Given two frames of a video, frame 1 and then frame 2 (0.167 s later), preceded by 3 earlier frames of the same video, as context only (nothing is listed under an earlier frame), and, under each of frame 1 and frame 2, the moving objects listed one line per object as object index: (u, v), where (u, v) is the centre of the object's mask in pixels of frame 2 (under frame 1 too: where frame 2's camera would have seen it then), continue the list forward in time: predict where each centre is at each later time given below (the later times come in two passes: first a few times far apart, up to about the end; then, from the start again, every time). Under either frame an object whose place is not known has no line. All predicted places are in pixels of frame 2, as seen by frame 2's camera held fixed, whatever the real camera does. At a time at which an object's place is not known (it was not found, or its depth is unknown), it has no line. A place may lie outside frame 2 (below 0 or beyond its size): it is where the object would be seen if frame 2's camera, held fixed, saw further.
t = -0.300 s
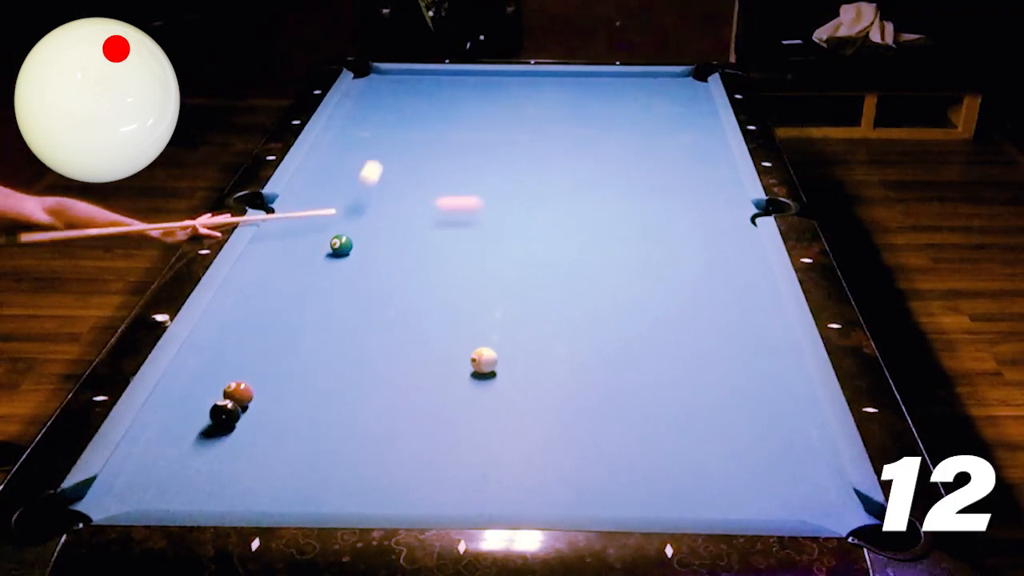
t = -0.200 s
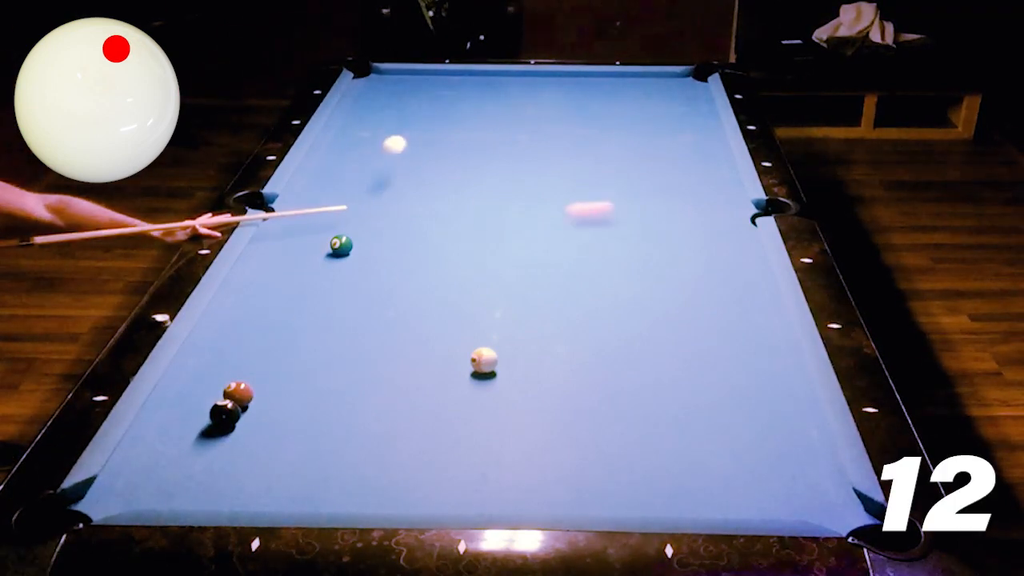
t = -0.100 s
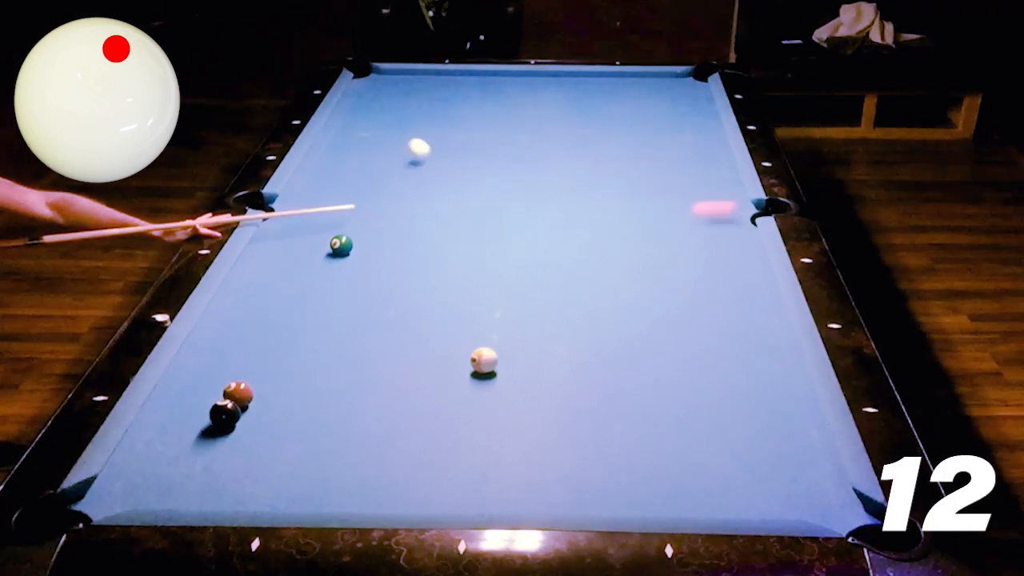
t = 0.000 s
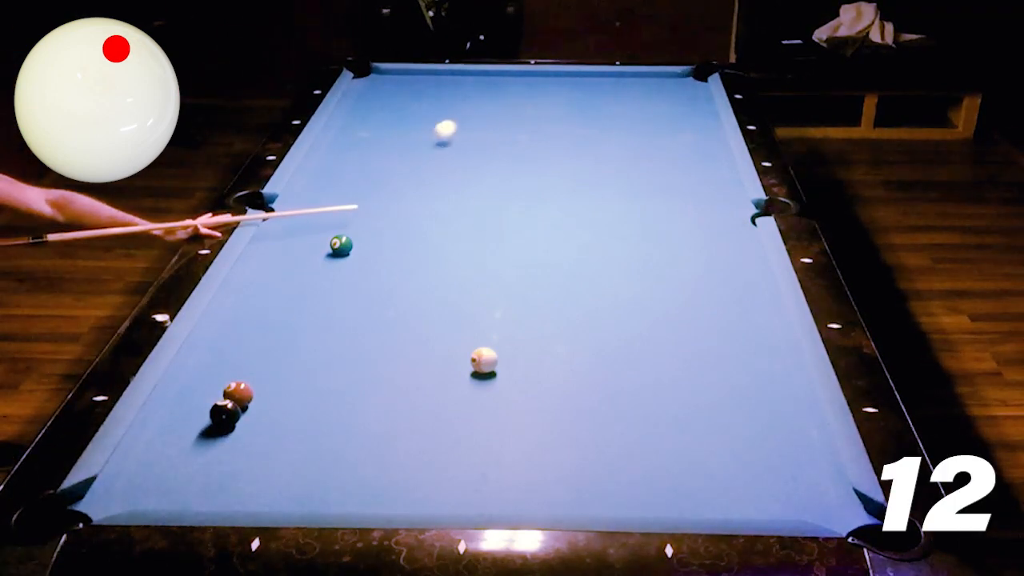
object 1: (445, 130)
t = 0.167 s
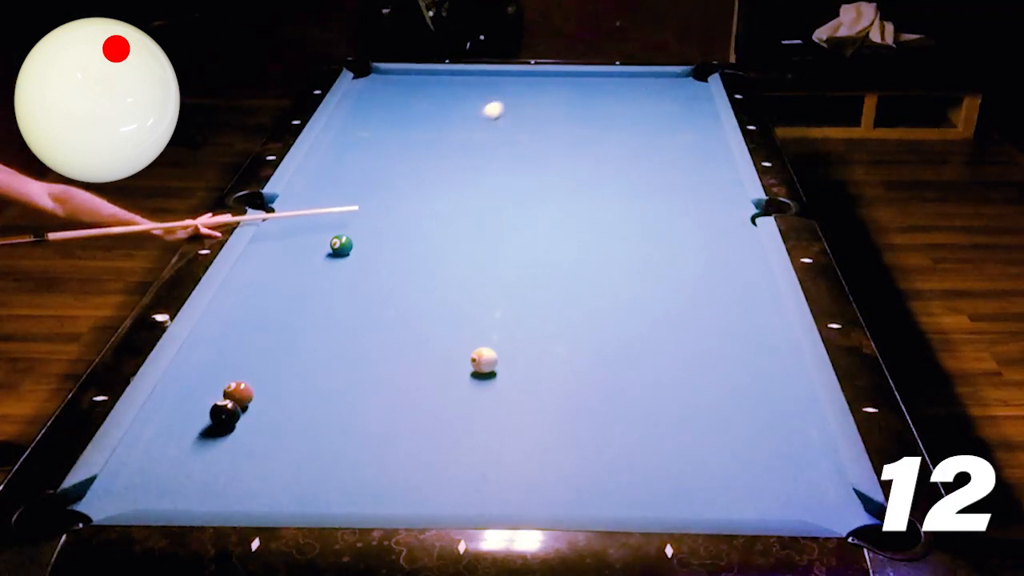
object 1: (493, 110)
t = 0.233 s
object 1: (514, 100)
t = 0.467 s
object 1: (592, 75)
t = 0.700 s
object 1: (653, 94)
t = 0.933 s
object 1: (704, 112)
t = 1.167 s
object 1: (676, 132)
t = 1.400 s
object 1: (647, 153)
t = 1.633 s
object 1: (615, 174)
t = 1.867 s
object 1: (580, 198)
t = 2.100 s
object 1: (544, 223)
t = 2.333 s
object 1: (505, 250)
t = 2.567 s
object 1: (462, 280)
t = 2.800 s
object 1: (416, 311)
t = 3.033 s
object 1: (366, 346)
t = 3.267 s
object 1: (311, 384)
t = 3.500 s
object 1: (250, 424)
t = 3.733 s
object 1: (186, 468)
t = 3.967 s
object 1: (121, 498)
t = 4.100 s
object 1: (93, 492)
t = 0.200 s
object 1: (503, 105)
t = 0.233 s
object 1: (514, 100)
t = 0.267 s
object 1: (525, 96)
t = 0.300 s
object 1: (536, 92)
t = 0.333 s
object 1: (549, 87)
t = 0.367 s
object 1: (561, 83)
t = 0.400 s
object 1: (572, 79)
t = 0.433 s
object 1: (583, 75)
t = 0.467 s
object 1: (592, 75)
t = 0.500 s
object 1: (600, 78)
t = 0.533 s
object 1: (609, 81)
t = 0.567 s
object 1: (618, 84)
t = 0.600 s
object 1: (626, 86)
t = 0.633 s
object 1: (635, 89)
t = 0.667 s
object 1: (644, 91)
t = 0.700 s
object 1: (653, 94)
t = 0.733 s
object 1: (663, 96)
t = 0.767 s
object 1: (672, 99)
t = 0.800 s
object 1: (681, 101)
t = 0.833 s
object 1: (690, 104)
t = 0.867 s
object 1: (700, 107)
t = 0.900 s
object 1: (707, 110)
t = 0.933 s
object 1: (704, 112)
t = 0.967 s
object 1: (700, 115)
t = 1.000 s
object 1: (696, 118)
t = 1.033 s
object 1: (693, 121)
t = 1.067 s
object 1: (689, 124)
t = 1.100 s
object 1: (685, 126)
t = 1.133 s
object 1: (681, 129)
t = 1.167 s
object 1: (676, 132)
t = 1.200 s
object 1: (672, 135)
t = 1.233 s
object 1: (668, 138)
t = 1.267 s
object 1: (664, 141)
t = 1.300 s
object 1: (660, 143)
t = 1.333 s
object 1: (655, 146)
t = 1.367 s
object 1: (651, 150)
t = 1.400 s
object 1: (647, 153)
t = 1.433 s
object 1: (642, 156)
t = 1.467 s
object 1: (638, 159)
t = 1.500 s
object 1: (633, 162)
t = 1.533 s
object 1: (628, 165)
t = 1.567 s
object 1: (624, 168)
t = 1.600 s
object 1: (619, 171)
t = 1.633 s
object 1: (615, 174)
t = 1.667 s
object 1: (610, 177)
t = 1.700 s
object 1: (605, 181)
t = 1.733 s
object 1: (600, 184)
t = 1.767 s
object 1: (595, 187)
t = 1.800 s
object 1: (591, 191)
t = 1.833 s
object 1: (585, 194)
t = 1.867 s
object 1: (580, 198)
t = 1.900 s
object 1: (576, 202)
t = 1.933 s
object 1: (570, 205)
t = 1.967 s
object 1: (565, 209)
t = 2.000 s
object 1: (560, 212)
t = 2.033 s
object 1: (555, 216)
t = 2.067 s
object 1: (549, 220)
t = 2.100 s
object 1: (544, 223)
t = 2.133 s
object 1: (539, 227)
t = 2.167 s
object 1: (533, 230)
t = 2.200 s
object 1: (528, 235)
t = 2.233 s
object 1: (523, 238)
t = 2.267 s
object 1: (516, 242)
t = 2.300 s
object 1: (511, 246)
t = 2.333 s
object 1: (505, 250)
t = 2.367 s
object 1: (499, 254)
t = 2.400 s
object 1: (493, 258)
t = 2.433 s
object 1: (488, 263)
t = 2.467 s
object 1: (482, 267)
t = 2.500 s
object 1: (475, 271)
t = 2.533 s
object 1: (469, 275)
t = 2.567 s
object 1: (462, 280)
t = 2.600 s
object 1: (456, 284)
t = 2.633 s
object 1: (449, 288)
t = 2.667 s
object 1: (443, 293)
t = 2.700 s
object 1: (436, 297)
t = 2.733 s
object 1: (430, 302)
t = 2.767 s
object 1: (423, 306)
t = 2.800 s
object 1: (416, 311)
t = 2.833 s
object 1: (409, 316)
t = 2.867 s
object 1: (402, 321)
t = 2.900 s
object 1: (395, 325)
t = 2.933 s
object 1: (388, 331)
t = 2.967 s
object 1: (380, 335)
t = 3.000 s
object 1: (374, 341)
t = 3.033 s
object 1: (366, 346)
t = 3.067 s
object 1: (358, 351)
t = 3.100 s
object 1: (350, 356)
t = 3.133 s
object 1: (343, 361)
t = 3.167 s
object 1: (335, 367)
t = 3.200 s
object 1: (327, 372)
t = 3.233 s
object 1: (319, 378)
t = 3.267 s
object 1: (311, 384)
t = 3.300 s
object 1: (302, 389)
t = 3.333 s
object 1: (294, 394)
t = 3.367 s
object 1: (285, 400)
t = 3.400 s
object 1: (277, 406)
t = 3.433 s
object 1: (268, 412)
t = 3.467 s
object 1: (260, 418)
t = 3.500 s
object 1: (250, 424)
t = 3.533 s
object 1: (241, 430)
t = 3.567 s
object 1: (233, 436)
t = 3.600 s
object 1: (223, 442)
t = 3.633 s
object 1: (214, 449)
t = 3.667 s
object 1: (205, 455)
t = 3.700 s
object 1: (196, 461)
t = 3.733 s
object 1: (186, 468)
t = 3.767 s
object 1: (176, 474)
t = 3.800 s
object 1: (167, 481)
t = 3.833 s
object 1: (157, 487)
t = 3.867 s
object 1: (147, 493)
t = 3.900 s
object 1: (137, 498)
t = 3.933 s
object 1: (128, 499)
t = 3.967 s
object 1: (121, 498)
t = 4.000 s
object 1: (114, 497)
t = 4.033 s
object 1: (107, 495)
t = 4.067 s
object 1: (100, 493)
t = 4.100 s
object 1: (93, 492)
